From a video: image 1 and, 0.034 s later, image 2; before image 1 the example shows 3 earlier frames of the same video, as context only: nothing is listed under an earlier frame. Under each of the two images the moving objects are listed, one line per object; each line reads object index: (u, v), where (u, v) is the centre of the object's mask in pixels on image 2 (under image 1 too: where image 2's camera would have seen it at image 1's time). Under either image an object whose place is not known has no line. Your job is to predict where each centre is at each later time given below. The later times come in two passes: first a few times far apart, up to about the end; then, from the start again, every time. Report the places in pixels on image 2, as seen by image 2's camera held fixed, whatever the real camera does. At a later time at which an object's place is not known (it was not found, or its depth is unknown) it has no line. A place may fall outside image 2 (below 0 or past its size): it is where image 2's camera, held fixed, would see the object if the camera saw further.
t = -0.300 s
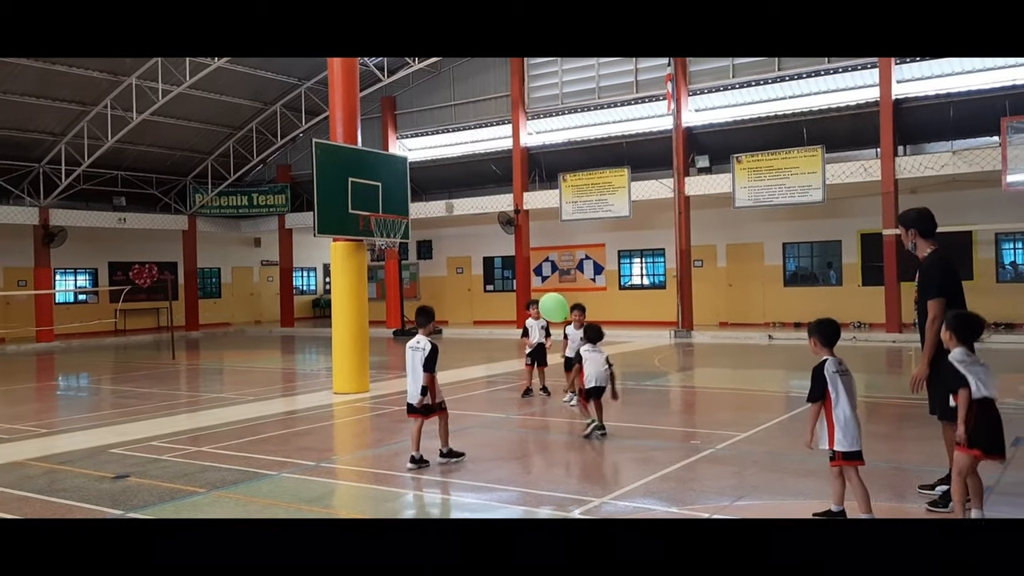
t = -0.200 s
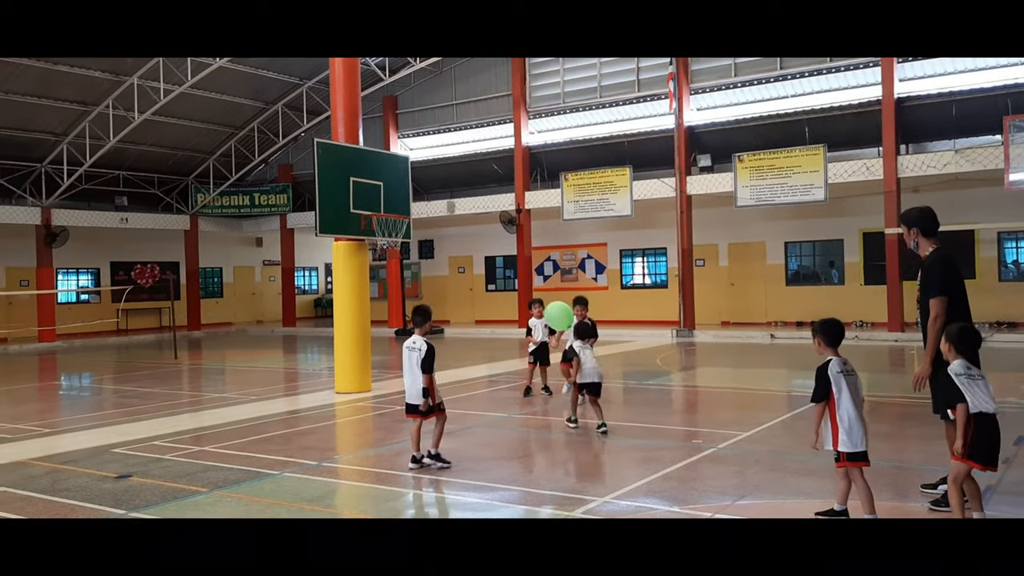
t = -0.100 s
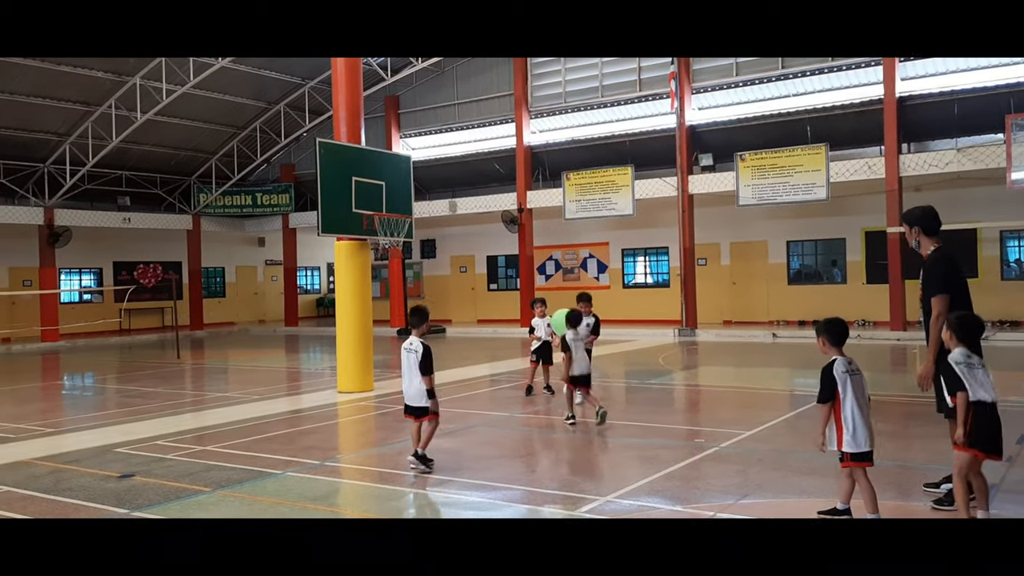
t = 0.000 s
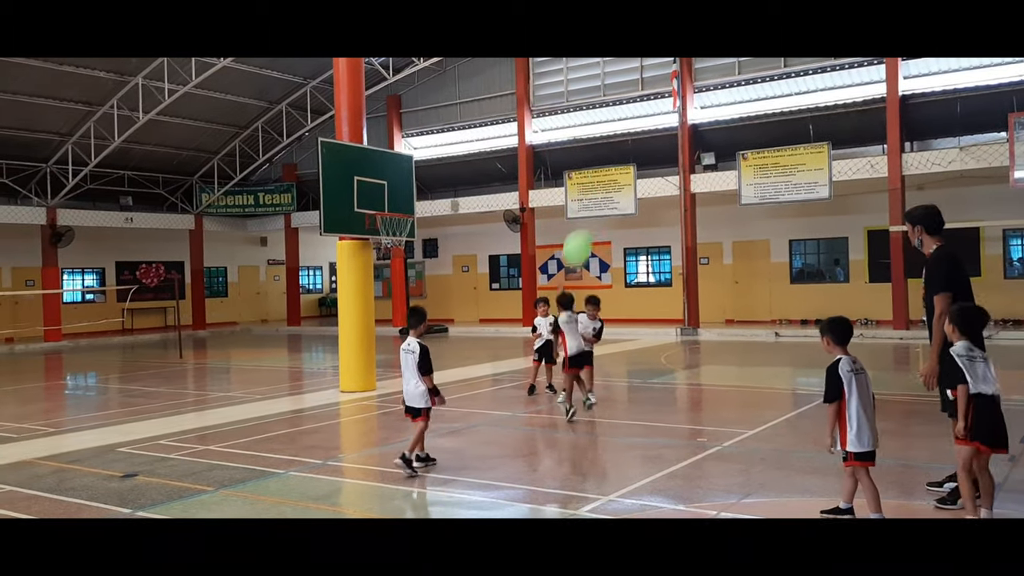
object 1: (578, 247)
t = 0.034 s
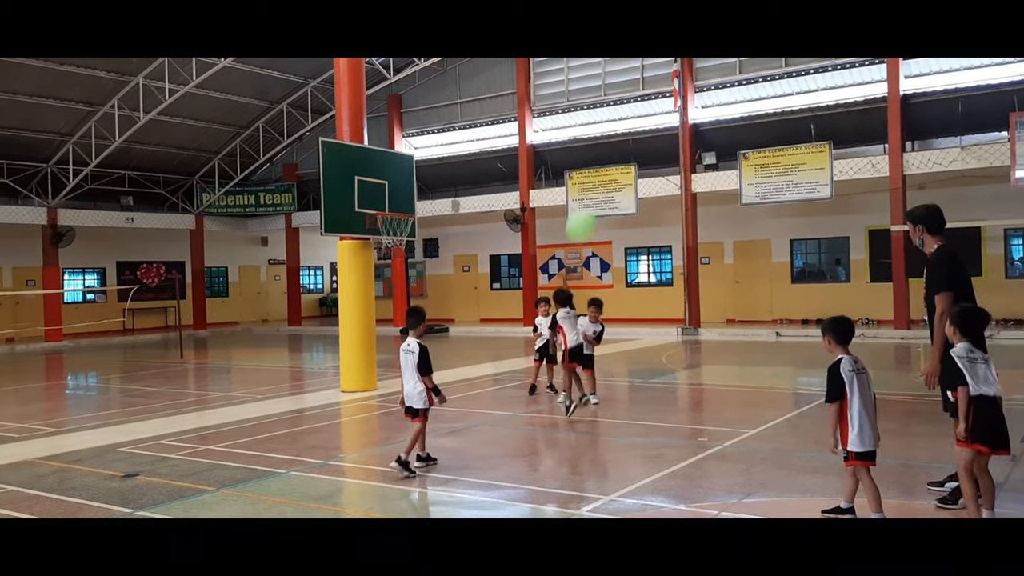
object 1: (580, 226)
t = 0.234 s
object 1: (566, 158)
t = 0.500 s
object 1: (542, 134)
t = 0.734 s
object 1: (527, 130)
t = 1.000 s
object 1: (515, 135)
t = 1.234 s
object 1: (507, 143)
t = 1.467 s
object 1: (501, 156)
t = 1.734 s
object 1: (496, 175)
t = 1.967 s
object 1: (493, 194)
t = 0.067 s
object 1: (581, 207)
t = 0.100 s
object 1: (580, 192)
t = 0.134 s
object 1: (577, 180)
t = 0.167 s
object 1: (573, 171)
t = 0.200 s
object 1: (569, 164)
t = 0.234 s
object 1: (566, 158)
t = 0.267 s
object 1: (562, 152)
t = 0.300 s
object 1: (559, 148)
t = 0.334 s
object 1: (556, 145)
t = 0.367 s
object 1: (552, 142)
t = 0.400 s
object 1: (549, 139)
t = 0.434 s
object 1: (547, 137)
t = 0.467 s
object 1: (544, 135)
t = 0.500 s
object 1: (542, 134)
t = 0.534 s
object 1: (540, 133)
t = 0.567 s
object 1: (537, 132)
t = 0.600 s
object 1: (534, 131)
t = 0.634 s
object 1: (532, 130)
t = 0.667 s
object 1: (530, 130)
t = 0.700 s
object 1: (529, 130)
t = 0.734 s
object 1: (527, 130)
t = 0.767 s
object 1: (525, 130)
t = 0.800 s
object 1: (523, 130)
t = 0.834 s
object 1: (522, 130)
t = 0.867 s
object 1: (520, 131)
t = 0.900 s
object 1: (519, 132)
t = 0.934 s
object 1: (517, 132)
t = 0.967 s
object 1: (516, 133)
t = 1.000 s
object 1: (515, 135)
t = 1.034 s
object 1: (514, 136)
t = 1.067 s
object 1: (512, 137)
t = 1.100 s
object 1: (511, 138)
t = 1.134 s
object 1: (510, 139)
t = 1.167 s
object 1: (509, 140)
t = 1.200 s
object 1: (508, 142)
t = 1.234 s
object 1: (507, 143)
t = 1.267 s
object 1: (506, 145)
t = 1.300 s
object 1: (505, 147)
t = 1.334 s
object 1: (504, 148)
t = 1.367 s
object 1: (503, 150)
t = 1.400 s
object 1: (503, 152)
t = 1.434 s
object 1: (502, 154)
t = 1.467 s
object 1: (501, 156)
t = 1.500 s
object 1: (500, 158)
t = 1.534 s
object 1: (500, 161)
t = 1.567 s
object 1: (499, 163)
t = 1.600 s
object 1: (498, 165)
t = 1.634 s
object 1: (498, 167)
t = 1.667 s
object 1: (497, 170)
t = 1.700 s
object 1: (496, 173)
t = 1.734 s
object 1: (496, 175)
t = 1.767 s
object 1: (495, 178)
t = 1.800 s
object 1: (495, 181)
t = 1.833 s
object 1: (494, 184)
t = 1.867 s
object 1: (494, 186)
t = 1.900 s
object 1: (493, 189)
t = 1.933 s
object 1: (493, 192)
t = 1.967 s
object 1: (493, 194)
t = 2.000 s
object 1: (493, 199)
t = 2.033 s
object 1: (493, 202)
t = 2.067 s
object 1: (493, 205)
